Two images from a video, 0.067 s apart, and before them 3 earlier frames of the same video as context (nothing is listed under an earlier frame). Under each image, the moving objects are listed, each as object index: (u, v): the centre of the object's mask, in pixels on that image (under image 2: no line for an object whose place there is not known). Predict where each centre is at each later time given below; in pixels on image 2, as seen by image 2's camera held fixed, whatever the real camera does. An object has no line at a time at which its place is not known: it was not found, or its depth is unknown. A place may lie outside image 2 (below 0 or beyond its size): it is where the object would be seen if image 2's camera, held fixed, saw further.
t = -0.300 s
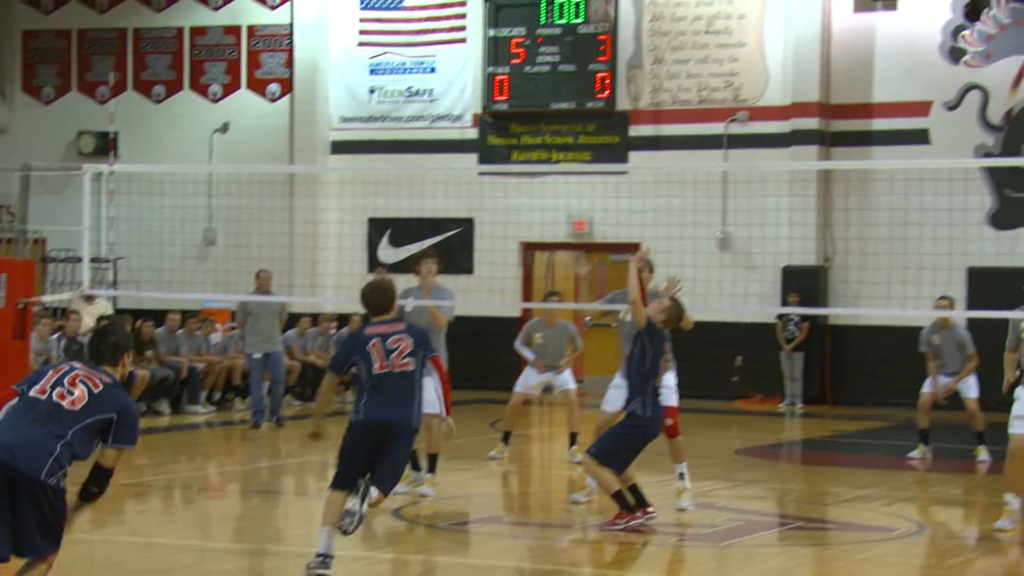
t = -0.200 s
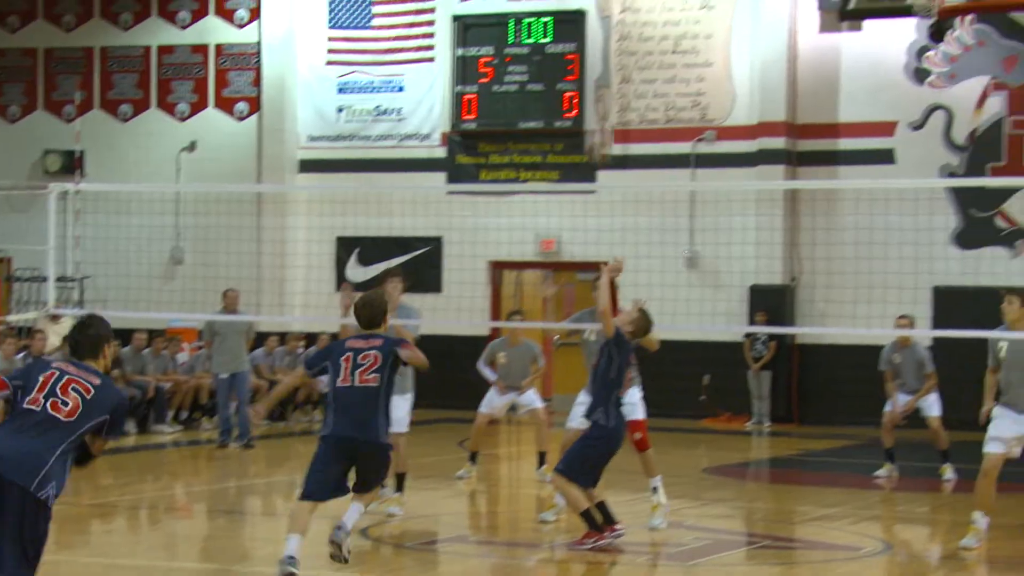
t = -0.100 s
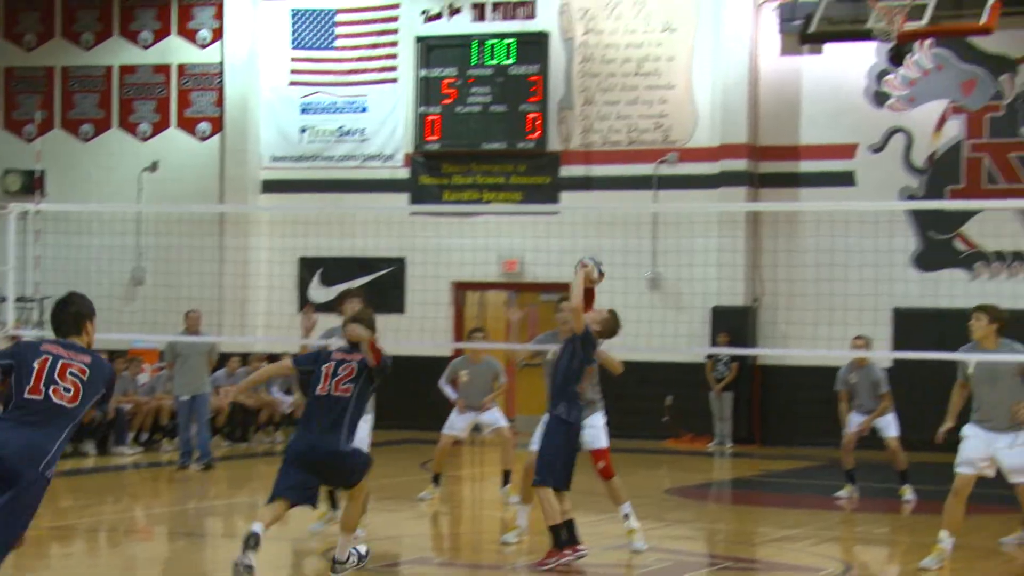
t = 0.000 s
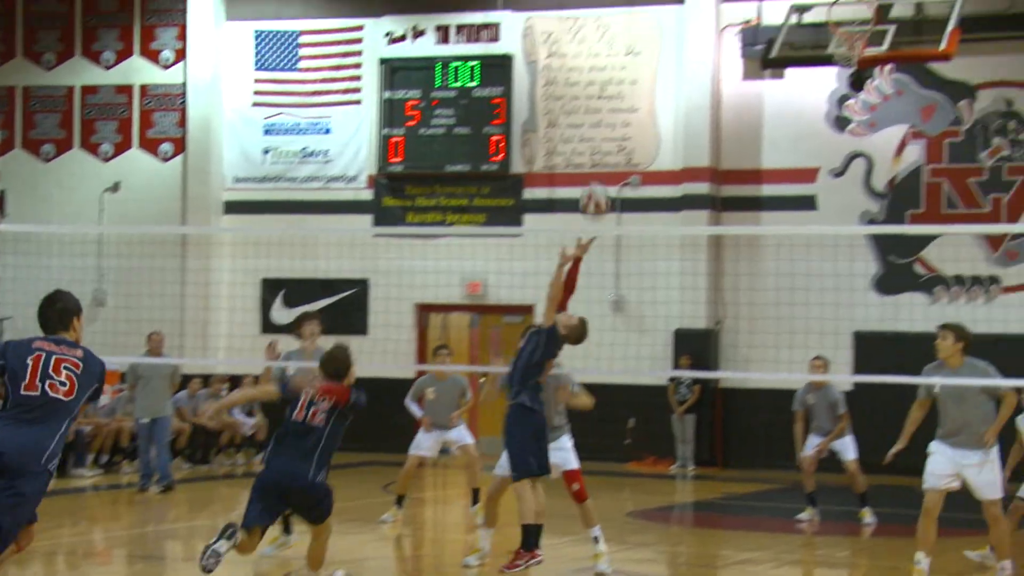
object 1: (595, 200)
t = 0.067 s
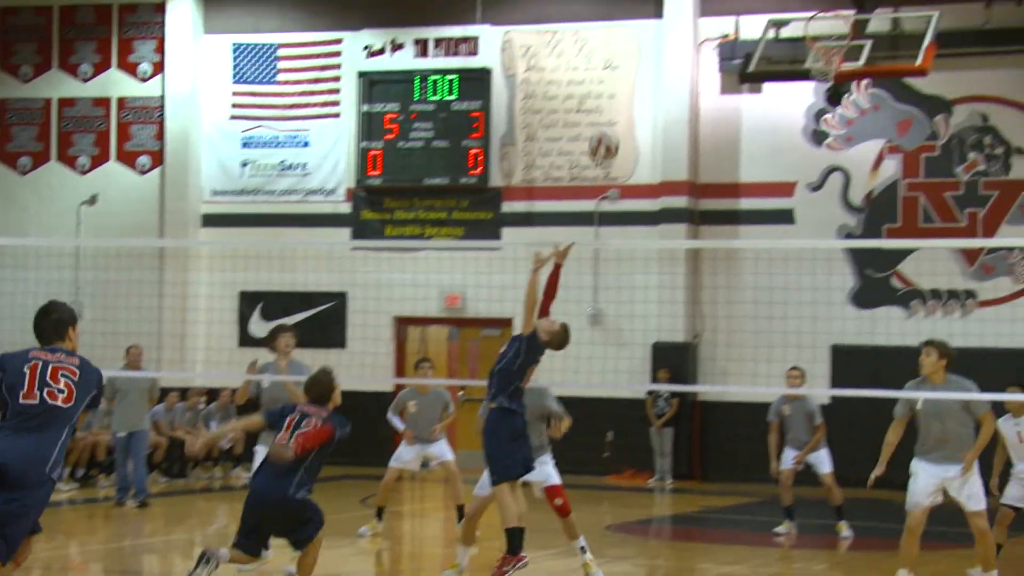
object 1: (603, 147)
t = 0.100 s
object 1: (618, 116)
